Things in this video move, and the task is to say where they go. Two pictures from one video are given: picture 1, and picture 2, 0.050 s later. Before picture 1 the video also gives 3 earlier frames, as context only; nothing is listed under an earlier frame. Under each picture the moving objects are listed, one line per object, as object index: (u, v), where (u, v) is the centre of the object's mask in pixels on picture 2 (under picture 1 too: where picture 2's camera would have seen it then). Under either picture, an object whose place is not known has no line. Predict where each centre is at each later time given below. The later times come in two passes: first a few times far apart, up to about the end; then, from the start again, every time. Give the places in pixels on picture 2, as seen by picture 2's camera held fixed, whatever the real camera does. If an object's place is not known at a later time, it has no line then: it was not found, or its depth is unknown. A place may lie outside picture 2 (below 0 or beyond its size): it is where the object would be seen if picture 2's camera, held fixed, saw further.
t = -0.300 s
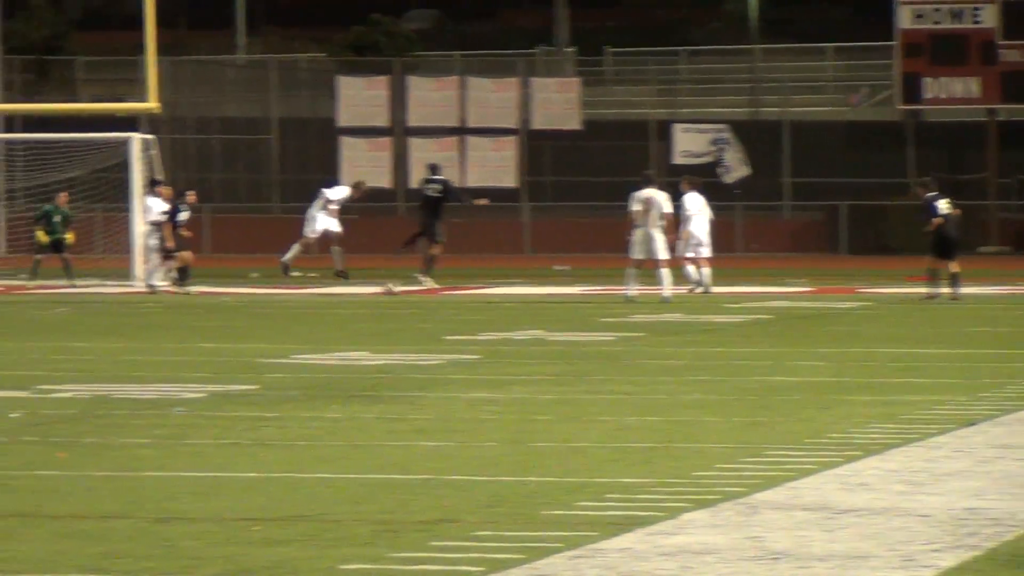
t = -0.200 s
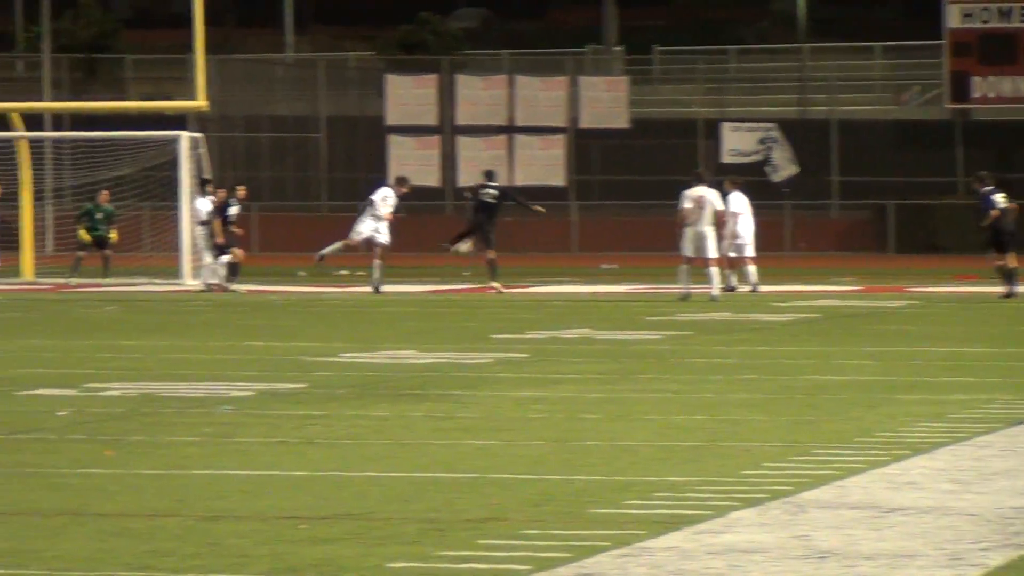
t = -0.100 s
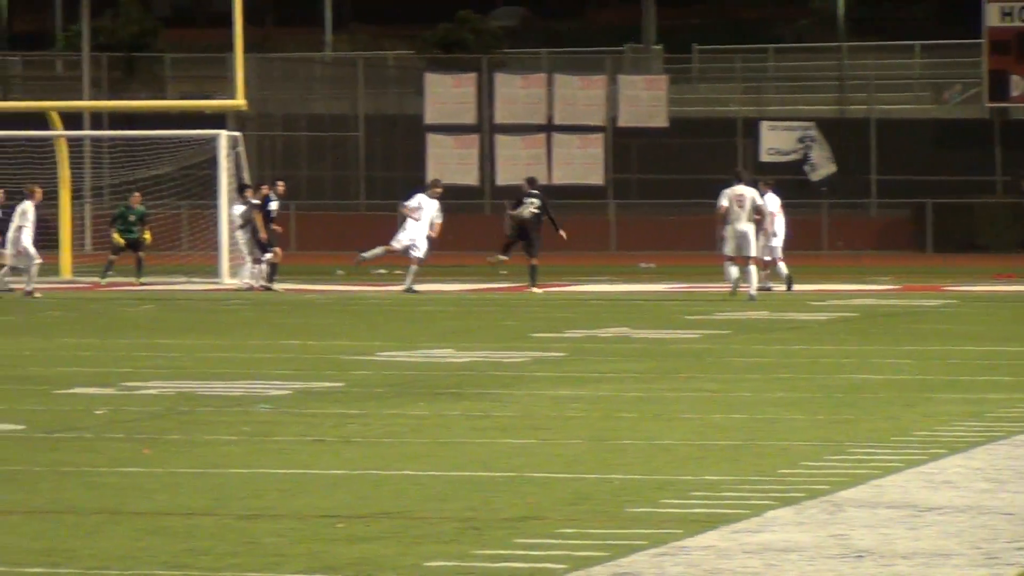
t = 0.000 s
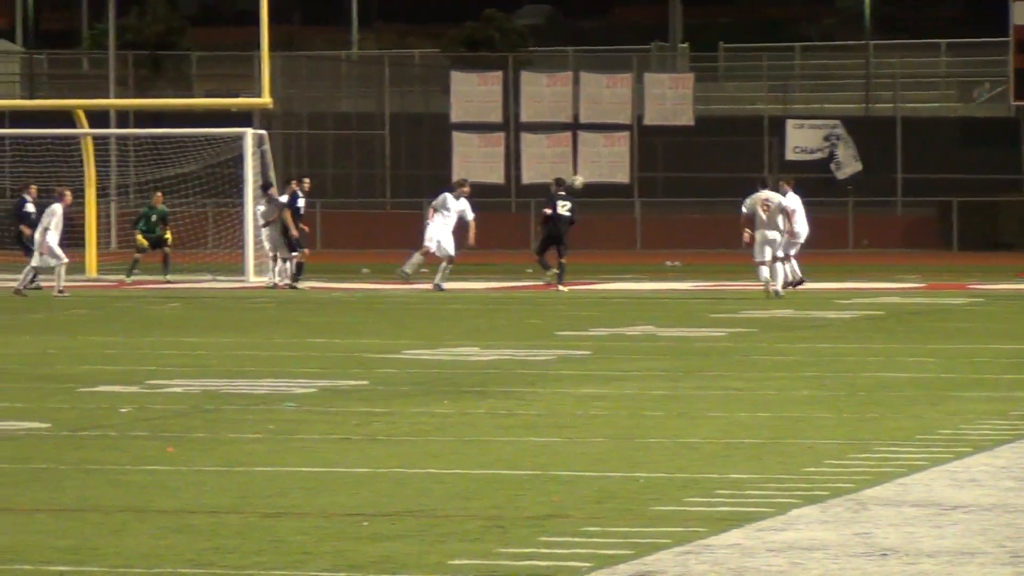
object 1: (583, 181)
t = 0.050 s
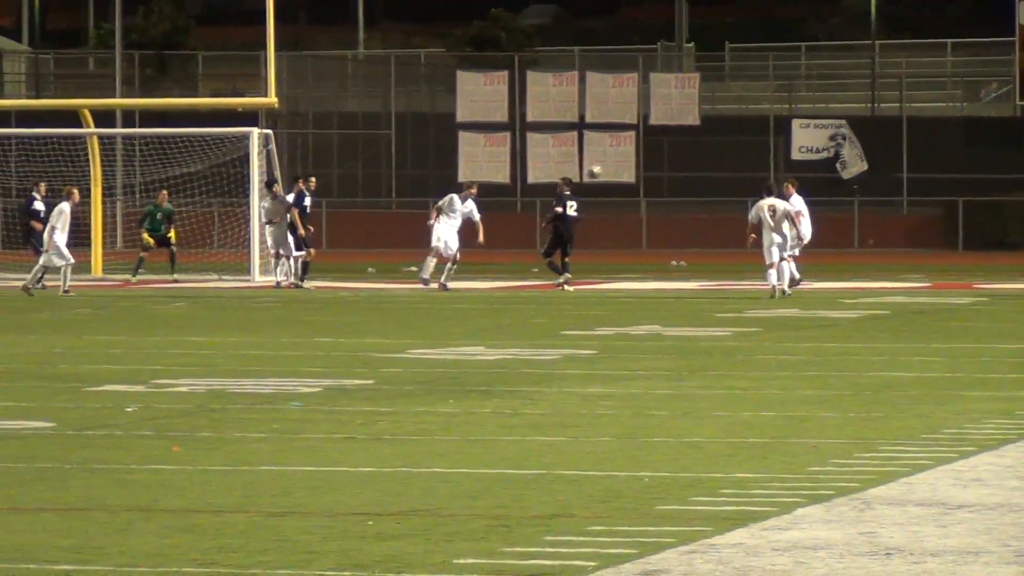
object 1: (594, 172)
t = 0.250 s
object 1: (643, 143)
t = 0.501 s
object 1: (705, 147)
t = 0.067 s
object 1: (599, 168)
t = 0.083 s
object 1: (603, 165)
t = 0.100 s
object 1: (606, 162)
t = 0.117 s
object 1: (610, 159)
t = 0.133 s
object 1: (615, 156)
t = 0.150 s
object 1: (619, 154)
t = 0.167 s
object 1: (624, 151)
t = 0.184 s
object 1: (628, 150)
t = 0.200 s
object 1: (633, 148)
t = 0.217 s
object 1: (636, 146)
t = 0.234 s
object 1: (640, 144)
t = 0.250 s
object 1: (643, 143)
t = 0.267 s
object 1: (647, 142)
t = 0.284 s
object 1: (651, 141)
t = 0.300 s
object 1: (656, 141)
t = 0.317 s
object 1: (659, 140)
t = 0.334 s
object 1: (664, 140)
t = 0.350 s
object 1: (668, 140)
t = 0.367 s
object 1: (672, 140)
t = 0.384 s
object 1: (676, 140)
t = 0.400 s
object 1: (680, 141)
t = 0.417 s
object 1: (684, 141)
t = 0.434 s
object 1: (688, 142)
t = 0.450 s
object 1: (693, 143)
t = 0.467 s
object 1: (697, 144)
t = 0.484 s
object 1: (701, 146)
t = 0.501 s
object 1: (705, 147)
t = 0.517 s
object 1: (709, 149)
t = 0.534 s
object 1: (713, 151)
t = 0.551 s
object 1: (717, 153)
